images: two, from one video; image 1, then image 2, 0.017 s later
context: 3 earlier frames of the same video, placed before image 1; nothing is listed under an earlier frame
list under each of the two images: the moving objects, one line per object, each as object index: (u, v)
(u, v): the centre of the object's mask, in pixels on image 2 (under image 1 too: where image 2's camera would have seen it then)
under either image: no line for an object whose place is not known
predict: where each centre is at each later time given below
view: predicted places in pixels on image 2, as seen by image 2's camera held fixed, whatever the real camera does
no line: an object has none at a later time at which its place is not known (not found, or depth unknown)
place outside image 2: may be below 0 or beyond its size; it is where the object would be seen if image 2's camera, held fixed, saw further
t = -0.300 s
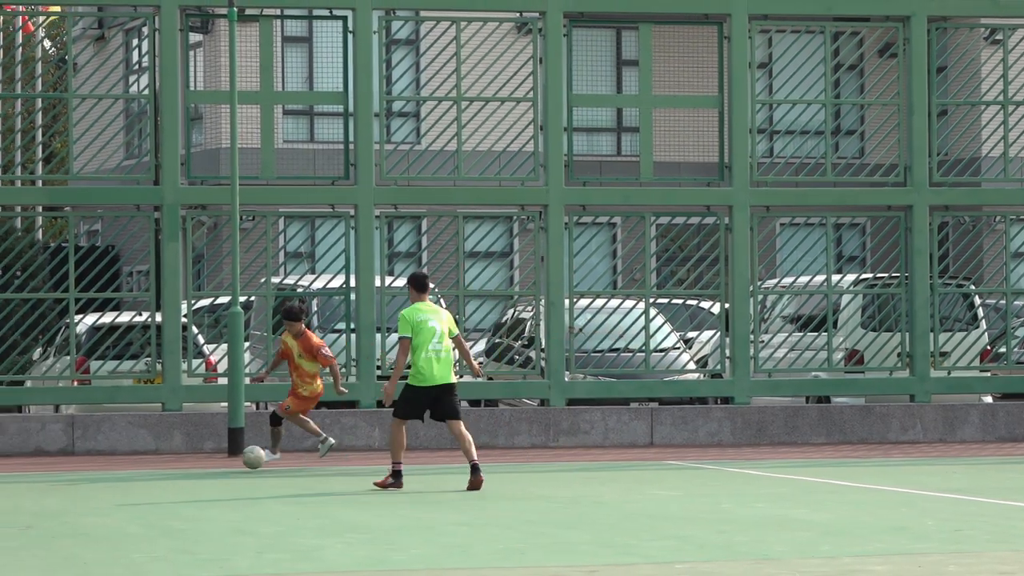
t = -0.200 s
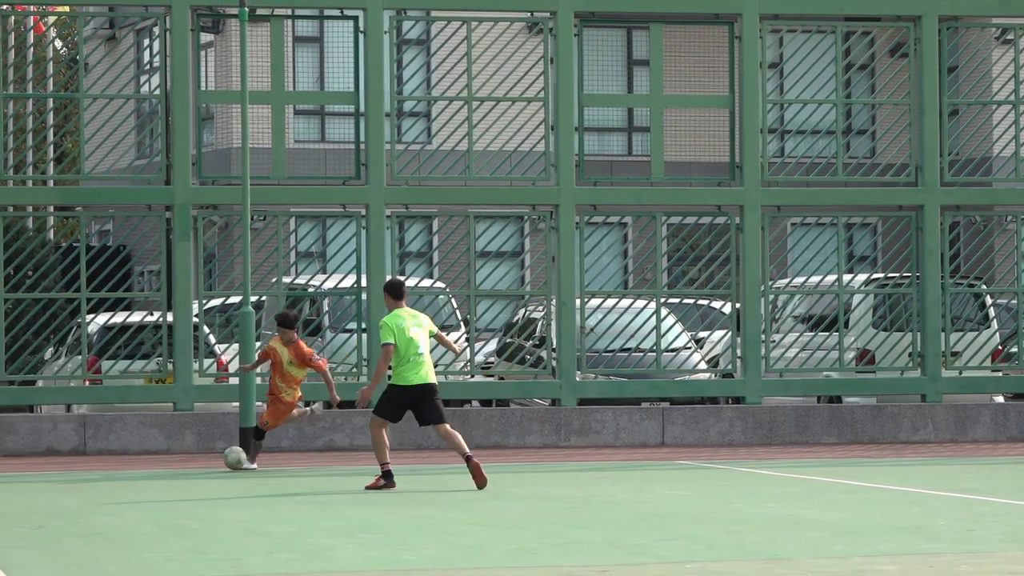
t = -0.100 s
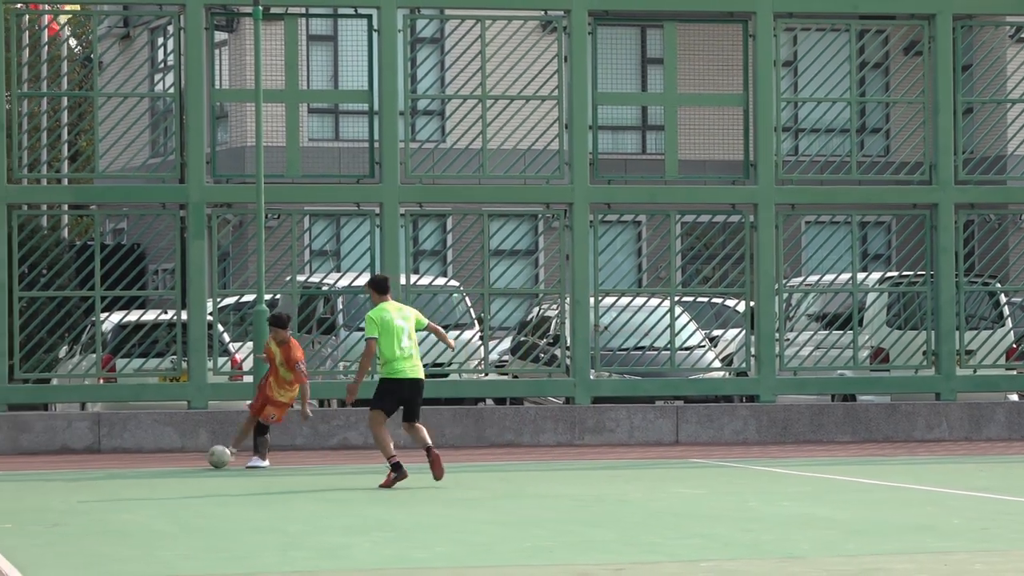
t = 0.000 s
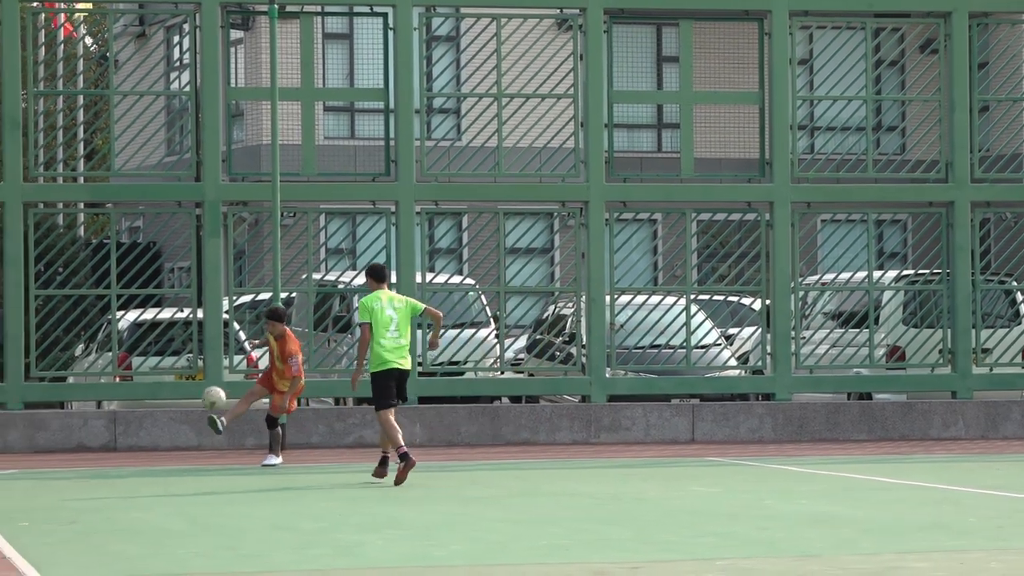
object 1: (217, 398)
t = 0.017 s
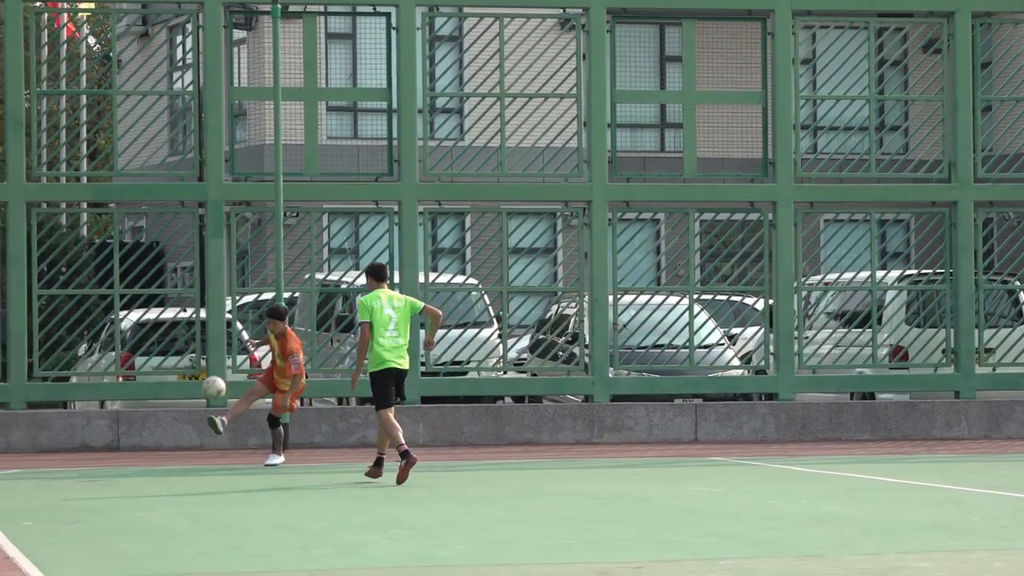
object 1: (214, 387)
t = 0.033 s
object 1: (211, 378)
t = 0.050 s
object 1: (207, 368)
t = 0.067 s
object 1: (204, 359)
